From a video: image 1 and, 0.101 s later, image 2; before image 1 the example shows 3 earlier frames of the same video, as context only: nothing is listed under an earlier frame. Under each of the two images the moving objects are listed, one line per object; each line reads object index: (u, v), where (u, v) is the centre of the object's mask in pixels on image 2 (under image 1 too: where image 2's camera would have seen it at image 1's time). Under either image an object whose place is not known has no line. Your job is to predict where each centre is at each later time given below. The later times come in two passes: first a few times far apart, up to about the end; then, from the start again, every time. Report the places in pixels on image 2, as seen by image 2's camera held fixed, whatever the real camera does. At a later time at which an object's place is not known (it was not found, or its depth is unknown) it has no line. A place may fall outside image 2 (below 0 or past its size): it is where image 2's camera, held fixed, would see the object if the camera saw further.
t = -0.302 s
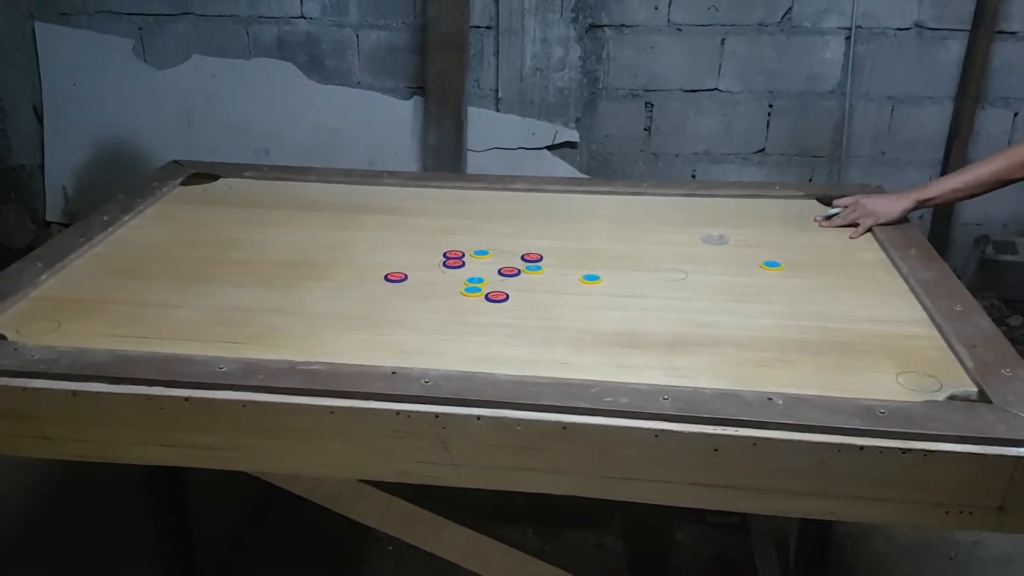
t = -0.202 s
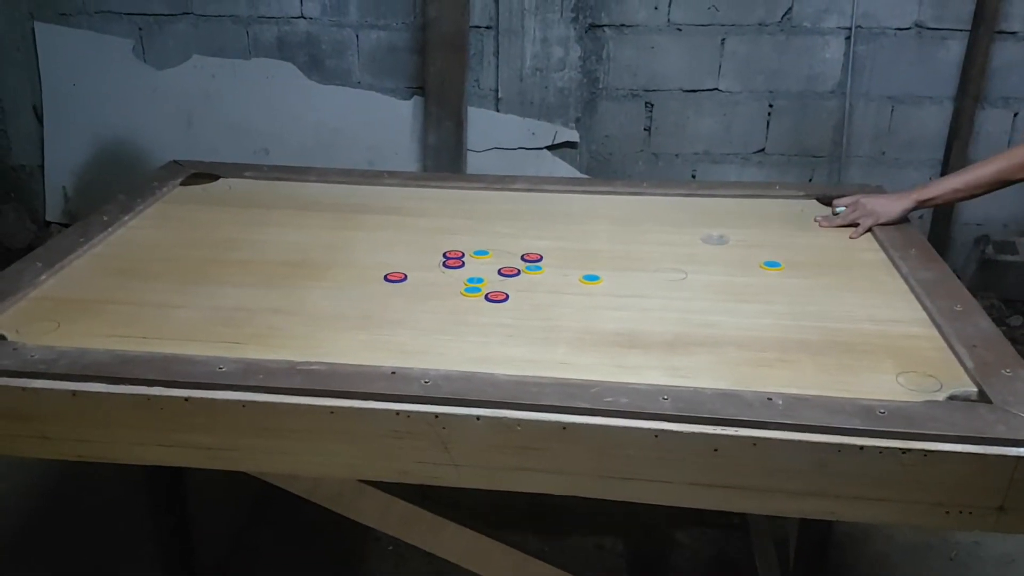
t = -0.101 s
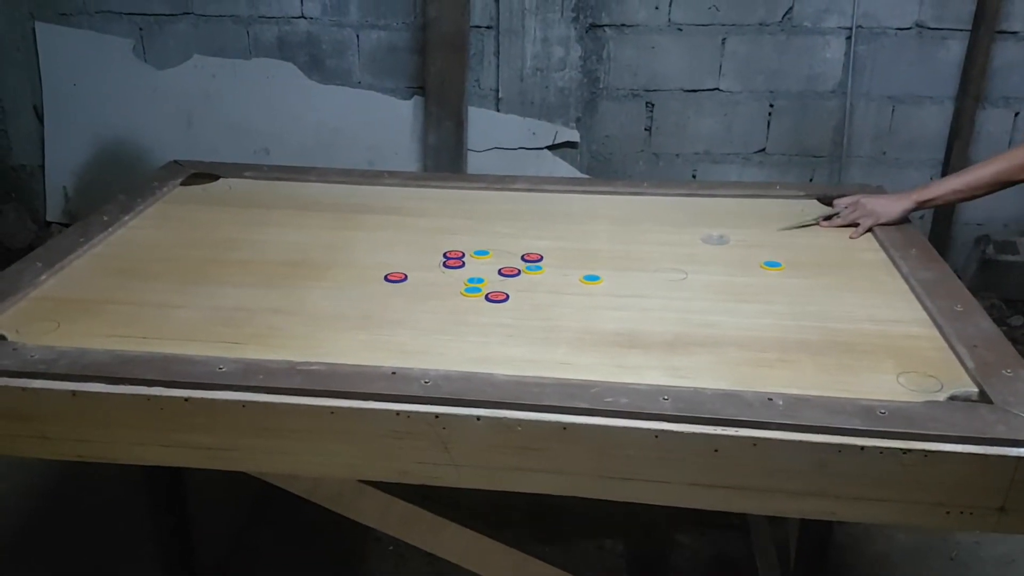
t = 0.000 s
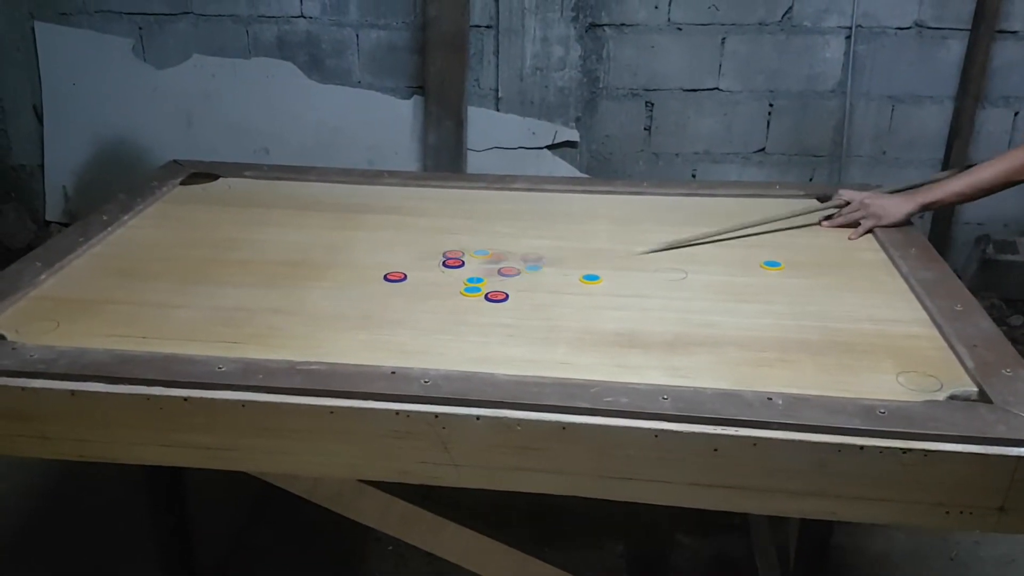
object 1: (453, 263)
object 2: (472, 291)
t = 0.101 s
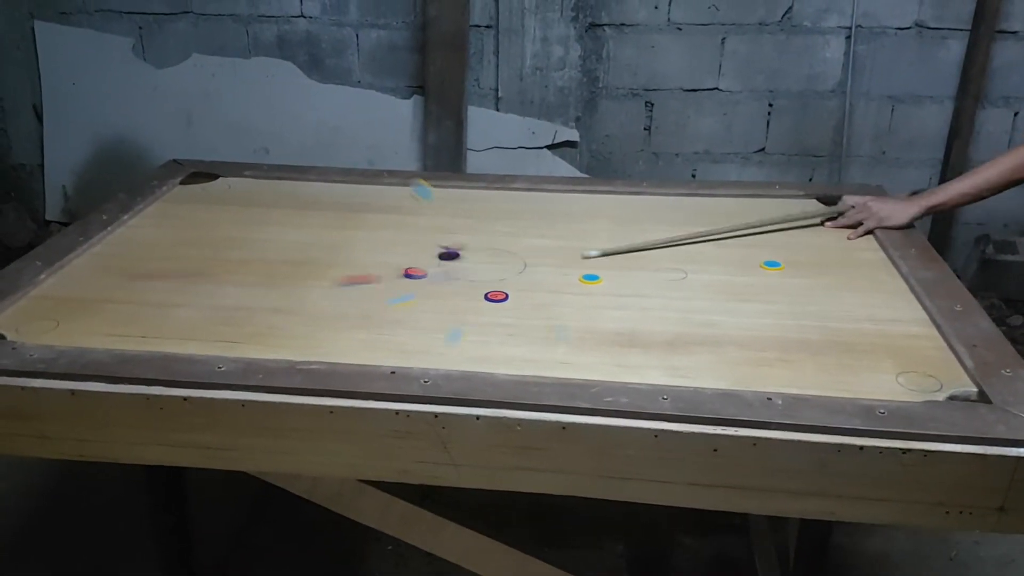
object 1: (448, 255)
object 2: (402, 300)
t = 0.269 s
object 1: (384, 246)
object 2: (246, 342)
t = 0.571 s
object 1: (298, 233)
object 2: (119, 295)
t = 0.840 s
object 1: (265, 231)
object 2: (111, 256)
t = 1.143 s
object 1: (261, 231)
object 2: (184, 224)
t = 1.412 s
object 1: (261, 231)
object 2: (236, 209)
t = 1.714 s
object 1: (261, 231)
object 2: (264, 200)
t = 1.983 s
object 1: (261, 231)
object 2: (271, 198)
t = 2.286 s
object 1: (261, 231)
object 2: (271, 198)
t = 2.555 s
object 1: (261, 231)
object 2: (271, 198)
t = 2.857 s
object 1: (261, 231)
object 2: (271, 198)
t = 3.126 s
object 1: (261, 231)
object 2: (271, 198)
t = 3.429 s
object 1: (261, 231)
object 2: (271, 198)
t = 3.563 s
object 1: (261, 231)
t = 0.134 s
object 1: (448, 252)
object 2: (375, 307)
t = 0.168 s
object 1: (423, 251)
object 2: (342, 317)
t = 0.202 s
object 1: (409, 248)
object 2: (311, 325)
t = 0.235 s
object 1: (396, 248)
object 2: (277, 335)
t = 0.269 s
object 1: (384, 246)
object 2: (246, 342)
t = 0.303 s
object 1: (372, 242)
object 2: (213, 350)
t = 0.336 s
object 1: (359, 242)
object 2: (197, 344)
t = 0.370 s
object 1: (349, 240)
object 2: (183, 336)
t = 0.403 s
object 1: (339, 238)
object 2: (172, 329)
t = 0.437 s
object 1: (329, 238)
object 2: (159, 321)
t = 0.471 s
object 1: (320, 236)
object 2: (148, 314)
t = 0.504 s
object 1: (312, 235)
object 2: (138, 307)
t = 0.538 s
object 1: (304, 235)
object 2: (128, 301)
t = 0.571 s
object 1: (298, 233)
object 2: (119, 295)
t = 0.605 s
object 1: (292, 233)
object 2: (109, 290)
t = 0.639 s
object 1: (286, 232)
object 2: (101, 284)
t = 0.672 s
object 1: (281, 232)
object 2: (92, 279)
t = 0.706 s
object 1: (277, 232)
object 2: (85, 274)
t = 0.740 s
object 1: (273, 232)
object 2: (80, 269)
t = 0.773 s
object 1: (270, 232)
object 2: (94, 266)
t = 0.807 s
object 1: (267, 231)
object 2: (107, 262)
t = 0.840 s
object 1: (265, 231)
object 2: (111, 256)
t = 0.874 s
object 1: (263, 231)
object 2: (109, 251)
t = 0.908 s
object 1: (262, 231)
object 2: (112, 246)
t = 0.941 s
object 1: (261, 231)
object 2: (125, 242)
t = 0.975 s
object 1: (261, 231)
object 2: (137, 238)
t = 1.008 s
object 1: (261, 231)
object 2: (147, 235)
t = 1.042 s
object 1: (261, 231)
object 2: (157, 232)
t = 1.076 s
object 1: (261, 231)
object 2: (166, 230)
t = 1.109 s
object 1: (261, 231)
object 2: (175, 227)
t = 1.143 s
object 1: (261, 231)
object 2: (184, 224)
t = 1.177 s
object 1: (261, 231)
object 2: (191, 222)
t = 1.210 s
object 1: (261, 231)
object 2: (198, 220)
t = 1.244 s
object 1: (261, 231)
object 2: (205, 218)
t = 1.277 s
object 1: (261, 231)
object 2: (212, 215)
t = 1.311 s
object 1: (261, 231)
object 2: (219, 214)
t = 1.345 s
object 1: (261, 231)
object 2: (224, 212)
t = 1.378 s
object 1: (261, 231)
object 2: (230, 210)
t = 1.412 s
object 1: (261, 231)
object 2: (236, 209)
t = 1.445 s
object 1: (261, 231)
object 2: (240, 207)
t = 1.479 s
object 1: (261, 231)
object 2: (245, 206)
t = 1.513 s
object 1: (261, 231)
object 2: (249, 204)
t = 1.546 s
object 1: (261, 231)
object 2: (253, 203)
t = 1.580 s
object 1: (261, 231)
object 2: (255, 203)
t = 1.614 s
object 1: (261, 231)
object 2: (257, 202)
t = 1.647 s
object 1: (261, 231)
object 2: (260, 201)
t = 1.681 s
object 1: (261, 231)
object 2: (262, 200)
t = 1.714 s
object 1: (261, 231)
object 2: (264, 200)
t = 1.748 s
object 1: (261, 231)
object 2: (266, 199)
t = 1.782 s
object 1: (261, 231)
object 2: (267, 199)
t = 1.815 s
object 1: (261, 231)
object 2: (268, 199)
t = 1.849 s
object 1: (261, 231)
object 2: (270, 198)
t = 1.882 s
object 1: (261, 231)
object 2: (270, 198)
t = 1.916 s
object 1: (261, 231)
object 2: (271, 198)
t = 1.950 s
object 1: (261, 231)
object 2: (271, 198)
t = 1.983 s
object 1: (261, 231)
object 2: (271, 198)
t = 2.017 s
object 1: (261, 231)
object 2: (271, 198)
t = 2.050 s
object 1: (261, 231)
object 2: (271, 198)
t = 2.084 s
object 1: (261, 231)
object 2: (271, 198)
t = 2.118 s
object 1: (261, 231)
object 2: (271, 198)
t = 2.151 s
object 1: (261, 231)
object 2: (271, 198)
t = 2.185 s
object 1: (261, 231)
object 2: (271, 198)
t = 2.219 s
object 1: (261, 231)
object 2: (271, 198)
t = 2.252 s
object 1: (261, 231)
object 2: (271, 198)
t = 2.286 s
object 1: (261, 231)
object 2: (271, 198)
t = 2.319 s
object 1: (261, 231)
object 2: (271, 198)
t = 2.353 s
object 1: (261, 231)
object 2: (271, 198)
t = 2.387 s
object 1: (261, 231)
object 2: (271, 198)
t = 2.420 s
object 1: (261, 231)
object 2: (271, 198)
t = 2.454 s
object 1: (261, 231)
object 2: (271, 198)
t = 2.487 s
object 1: (261, 231)
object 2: (271, 198)
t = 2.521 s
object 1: (261, 231)
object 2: (271, 198)
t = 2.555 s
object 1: (261, 231)
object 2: (271, 198)
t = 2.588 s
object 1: (261, 231)
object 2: (271, 198)
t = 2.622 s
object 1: (261, 231)
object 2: (271, 198)
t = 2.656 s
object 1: (261, 231)
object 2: (271, 198)
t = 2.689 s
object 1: (261, 231)
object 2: (271, 198)
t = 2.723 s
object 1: (261, 231)
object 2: (271, 198)
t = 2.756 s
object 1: (261, 231)
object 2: (271, 198)
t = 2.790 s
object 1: (261, 231)
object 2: (271, 198)
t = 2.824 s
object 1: (261, 231)
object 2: (271, 198)
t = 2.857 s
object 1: (261, 231)
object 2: (271, 198)
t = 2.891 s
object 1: (261, 231)
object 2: (271, 198)
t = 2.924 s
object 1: (261, 231)
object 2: (271, 198)
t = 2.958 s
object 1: (261, 231)
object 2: (271, 198)
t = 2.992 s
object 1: (261, 231)
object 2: (271, 198)
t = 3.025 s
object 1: (261, 231)
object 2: (271, 198)
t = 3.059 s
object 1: (261, 231)
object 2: (271, 198)
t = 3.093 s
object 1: (261, 231)
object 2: (271, 199)
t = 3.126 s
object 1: (261, 231)
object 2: (271, 198)
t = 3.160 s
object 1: (261, 231)
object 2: (271, 198)
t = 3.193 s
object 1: (261, 231)
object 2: (271, 198)
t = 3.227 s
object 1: (261, 231)
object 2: (271, 198)
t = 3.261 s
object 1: (261, 231)
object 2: (271, 198)
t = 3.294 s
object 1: (261, 231)
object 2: (271, 198)
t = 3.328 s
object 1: (261, 231)
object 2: (271, 198)
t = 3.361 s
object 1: (261, 231)
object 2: (271, 198)
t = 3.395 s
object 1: (261, 231)
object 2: (271, 198)
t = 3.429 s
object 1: (261, 231)
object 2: (271, 198)
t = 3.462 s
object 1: (261, 231)
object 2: (271, 198)
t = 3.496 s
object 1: (261, 231)
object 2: (271, 198)
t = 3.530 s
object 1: (261, 231)
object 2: (271, 198)
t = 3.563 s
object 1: (261, 231)
